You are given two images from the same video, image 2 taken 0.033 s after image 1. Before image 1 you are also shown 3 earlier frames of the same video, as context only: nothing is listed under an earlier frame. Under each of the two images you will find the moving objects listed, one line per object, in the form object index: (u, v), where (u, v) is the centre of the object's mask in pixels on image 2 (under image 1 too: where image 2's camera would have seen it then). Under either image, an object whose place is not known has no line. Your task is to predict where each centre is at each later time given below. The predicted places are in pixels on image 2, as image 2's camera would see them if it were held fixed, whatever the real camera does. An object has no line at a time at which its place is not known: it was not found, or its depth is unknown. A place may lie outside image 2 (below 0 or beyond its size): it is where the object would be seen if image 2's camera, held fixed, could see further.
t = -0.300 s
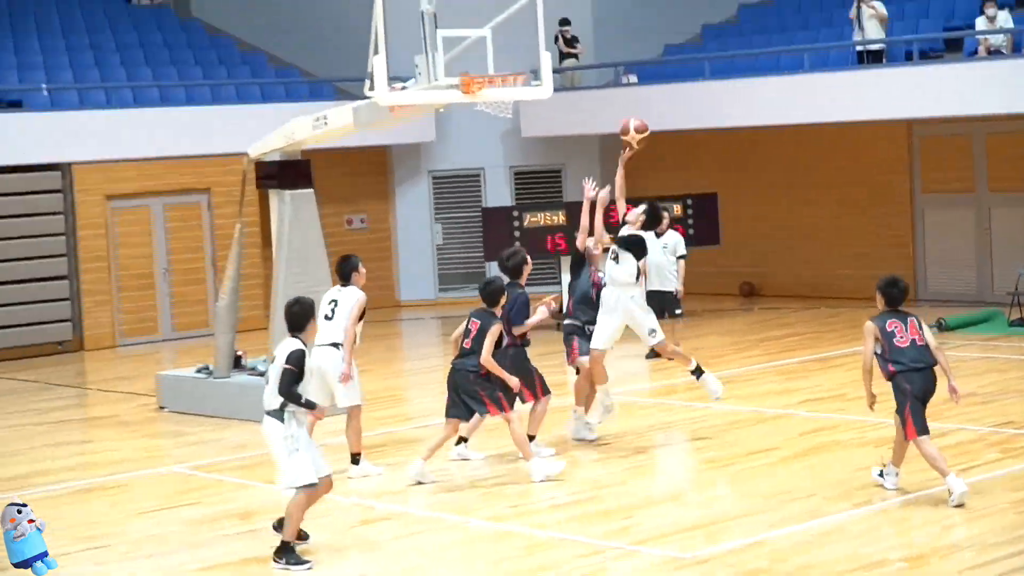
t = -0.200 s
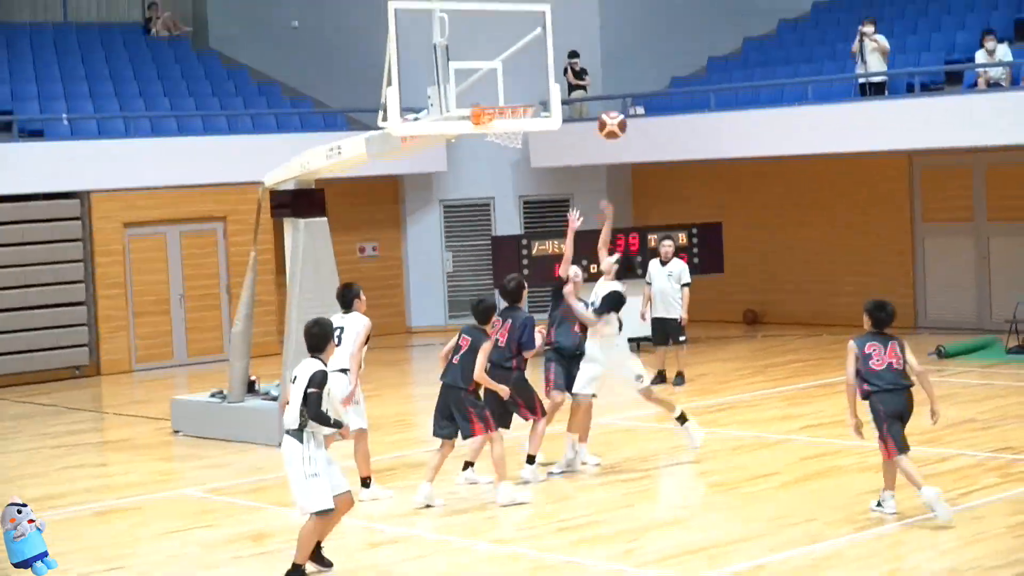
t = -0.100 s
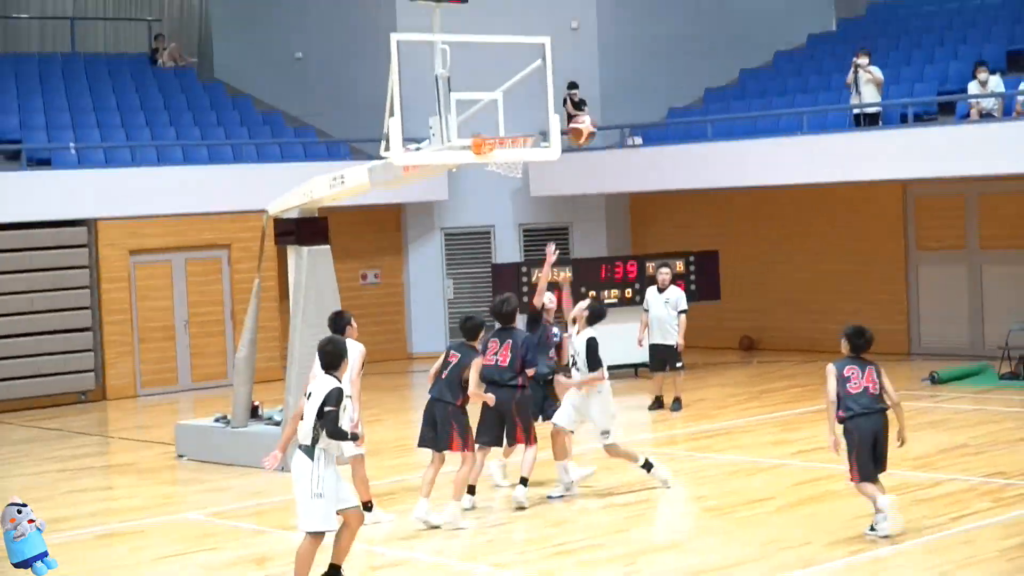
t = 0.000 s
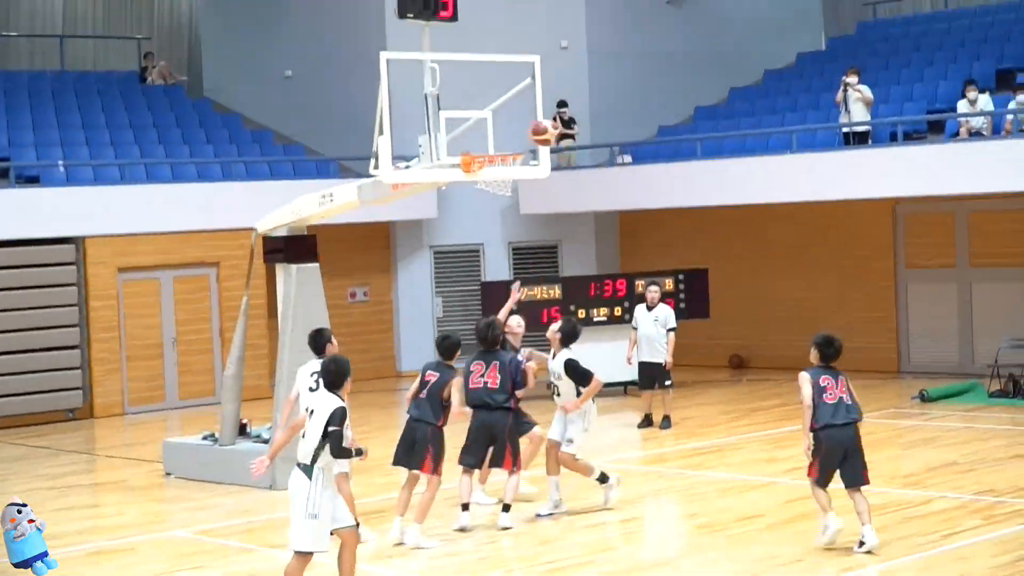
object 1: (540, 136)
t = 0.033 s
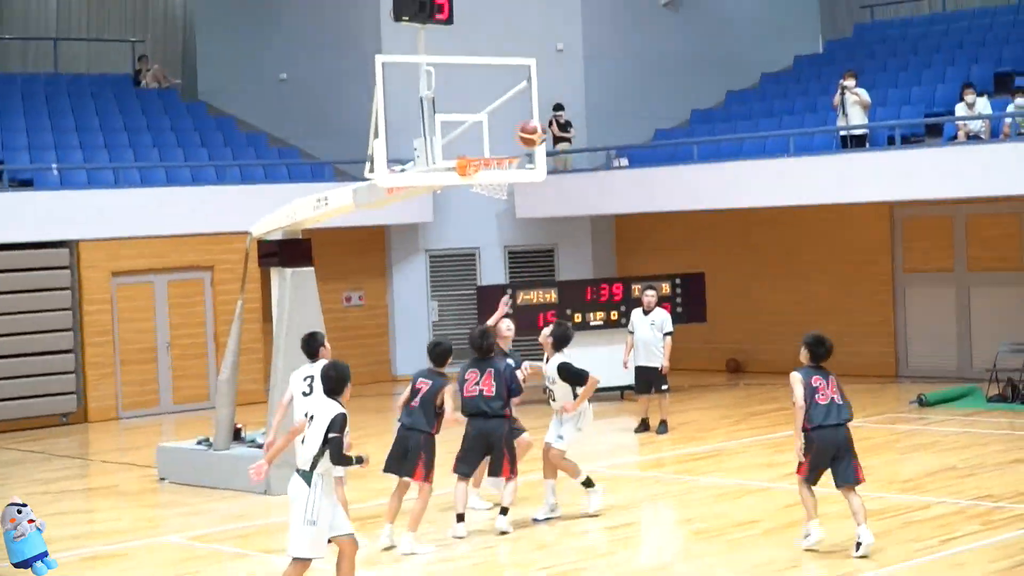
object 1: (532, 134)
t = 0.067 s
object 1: (524, 133)
